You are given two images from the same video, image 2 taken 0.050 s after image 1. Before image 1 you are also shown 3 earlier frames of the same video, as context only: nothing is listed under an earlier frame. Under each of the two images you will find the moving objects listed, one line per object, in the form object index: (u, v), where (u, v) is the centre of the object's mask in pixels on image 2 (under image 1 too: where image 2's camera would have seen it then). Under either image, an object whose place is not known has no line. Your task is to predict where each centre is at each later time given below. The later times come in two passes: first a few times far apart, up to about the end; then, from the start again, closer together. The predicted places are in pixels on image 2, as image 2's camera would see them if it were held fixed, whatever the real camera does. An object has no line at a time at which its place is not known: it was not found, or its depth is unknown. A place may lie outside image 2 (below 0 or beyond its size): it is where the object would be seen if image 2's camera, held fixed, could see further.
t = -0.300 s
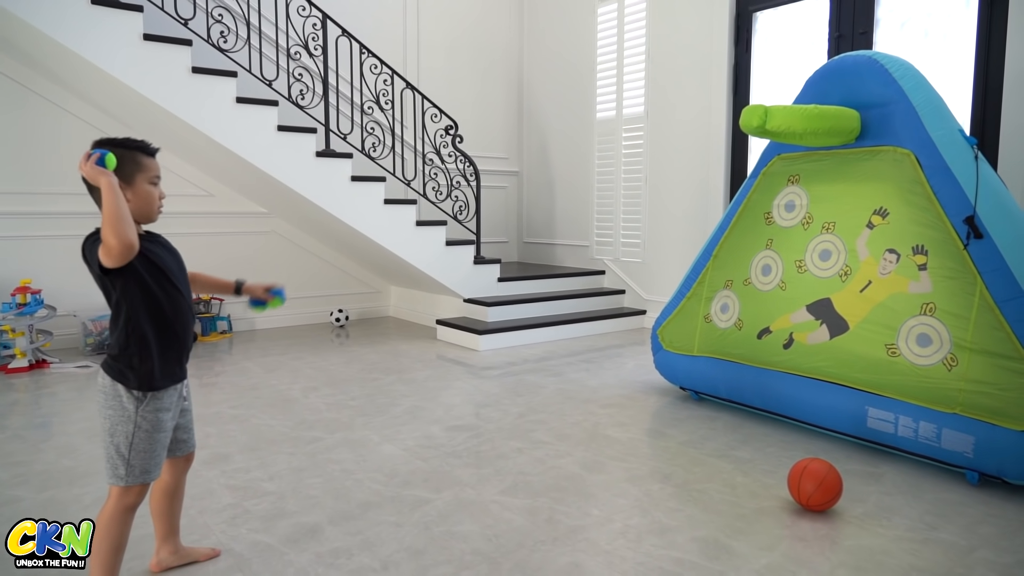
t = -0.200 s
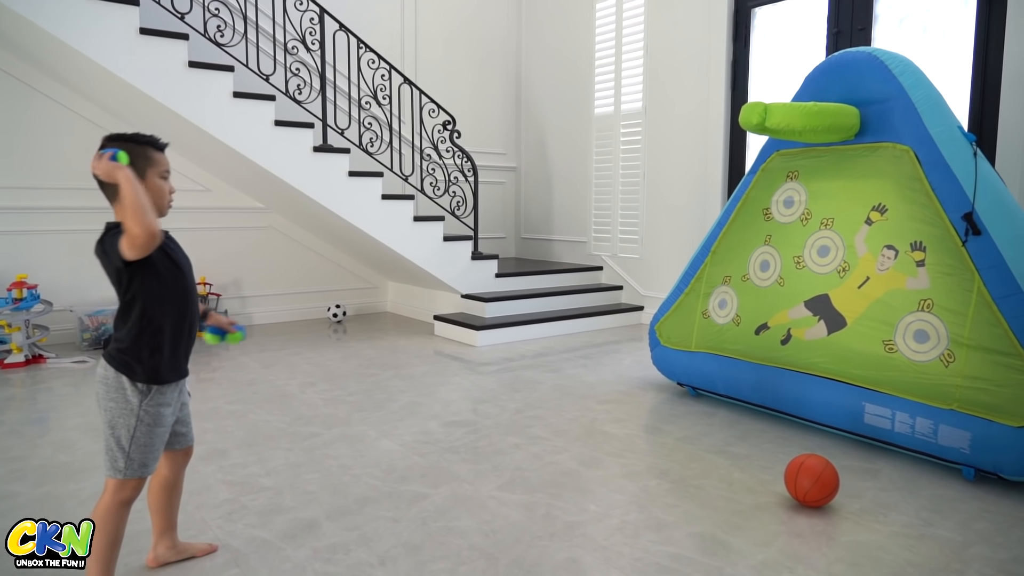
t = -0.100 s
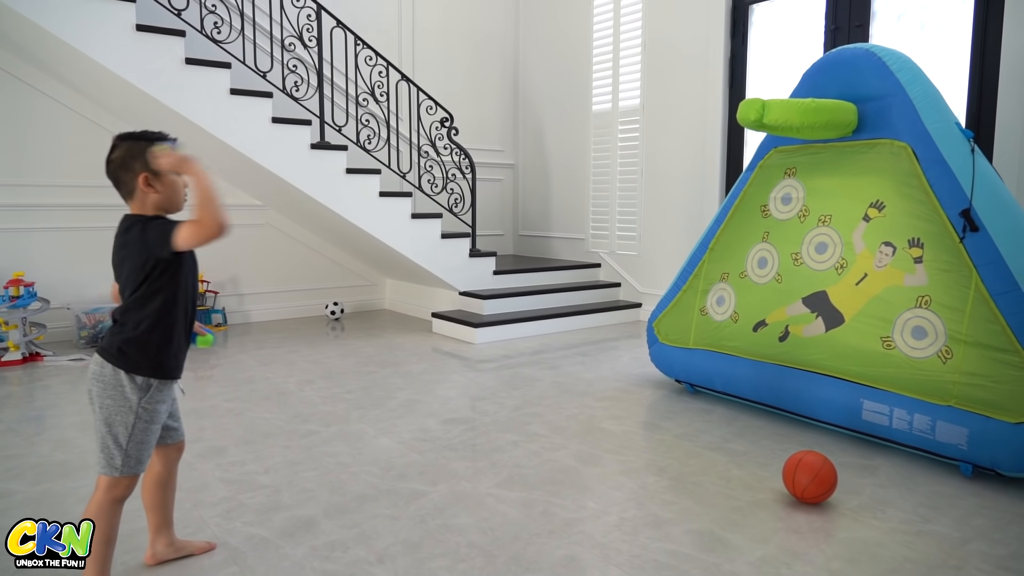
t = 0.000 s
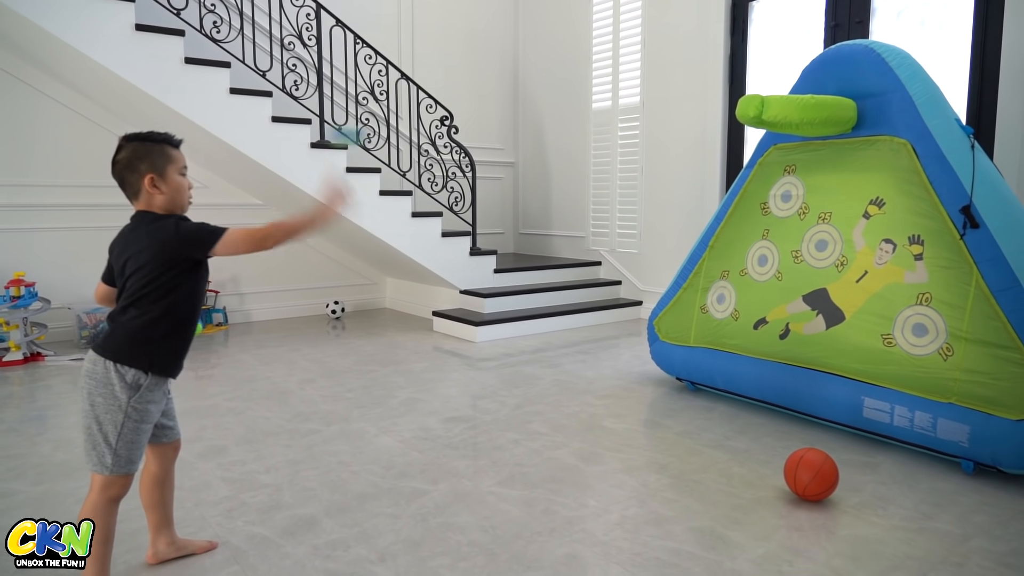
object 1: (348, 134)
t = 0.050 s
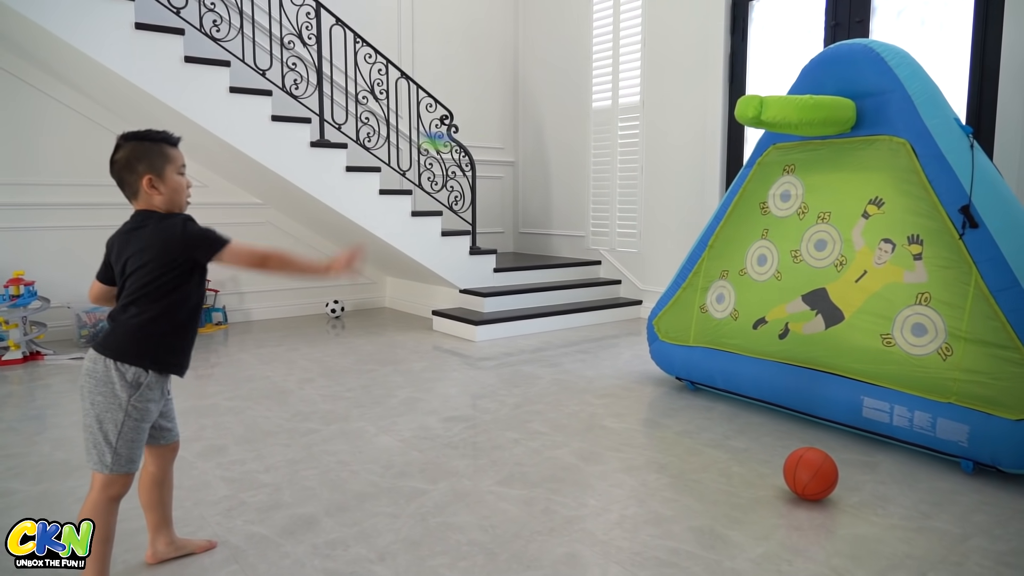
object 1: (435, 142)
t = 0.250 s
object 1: (667, 210)
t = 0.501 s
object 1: (751, 343)
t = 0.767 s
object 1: (710, 389)
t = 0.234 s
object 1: (654, 203)
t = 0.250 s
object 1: (667, 210)
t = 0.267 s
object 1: (682, 219)
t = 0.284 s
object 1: (693, 227)
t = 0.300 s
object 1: (705, 238)
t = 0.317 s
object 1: (716, 245)
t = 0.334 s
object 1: (727, 254)
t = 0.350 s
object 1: (736, 262)
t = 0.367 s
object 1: (747, 272)
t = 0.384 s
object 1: (756, 281)
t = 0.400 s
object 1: (766, 291)
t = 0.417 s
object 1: (769, 298)
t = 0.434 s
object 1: (766, 306)
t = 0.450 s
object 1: (763, 314)
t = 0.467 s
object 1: (759, 323)
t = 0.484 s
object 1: (756, 332)
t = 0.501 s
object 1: (751, 343)
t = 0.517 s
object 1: (749, 351)
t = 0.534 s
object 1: (745, 363)
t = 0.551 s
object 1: (741, 375)
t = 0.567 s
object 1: (738, 387)
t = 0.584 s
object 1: (736, 398)
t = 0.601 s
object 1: (733, 411)
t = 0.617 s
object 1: (730, 417)
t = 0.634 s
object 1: (728, 412)
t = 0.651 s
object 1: (725, 408)
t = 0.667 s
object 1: (723, 403)
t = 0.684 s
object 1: (720, 400)
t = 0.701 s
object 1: (718, 397)
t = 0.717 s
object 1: (717, 394)
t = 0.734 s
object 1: (715, 393)
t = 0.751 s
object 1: (713, 391)
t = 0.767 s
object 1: (710, 389)
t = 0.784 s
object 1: (707, 389)
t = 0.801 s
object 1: (704, 390)
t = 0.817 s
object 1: (701, 392)
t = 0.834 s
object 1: (699, 392)
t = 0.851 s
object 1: (697, 394)
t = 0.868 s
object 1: (694, 397)
